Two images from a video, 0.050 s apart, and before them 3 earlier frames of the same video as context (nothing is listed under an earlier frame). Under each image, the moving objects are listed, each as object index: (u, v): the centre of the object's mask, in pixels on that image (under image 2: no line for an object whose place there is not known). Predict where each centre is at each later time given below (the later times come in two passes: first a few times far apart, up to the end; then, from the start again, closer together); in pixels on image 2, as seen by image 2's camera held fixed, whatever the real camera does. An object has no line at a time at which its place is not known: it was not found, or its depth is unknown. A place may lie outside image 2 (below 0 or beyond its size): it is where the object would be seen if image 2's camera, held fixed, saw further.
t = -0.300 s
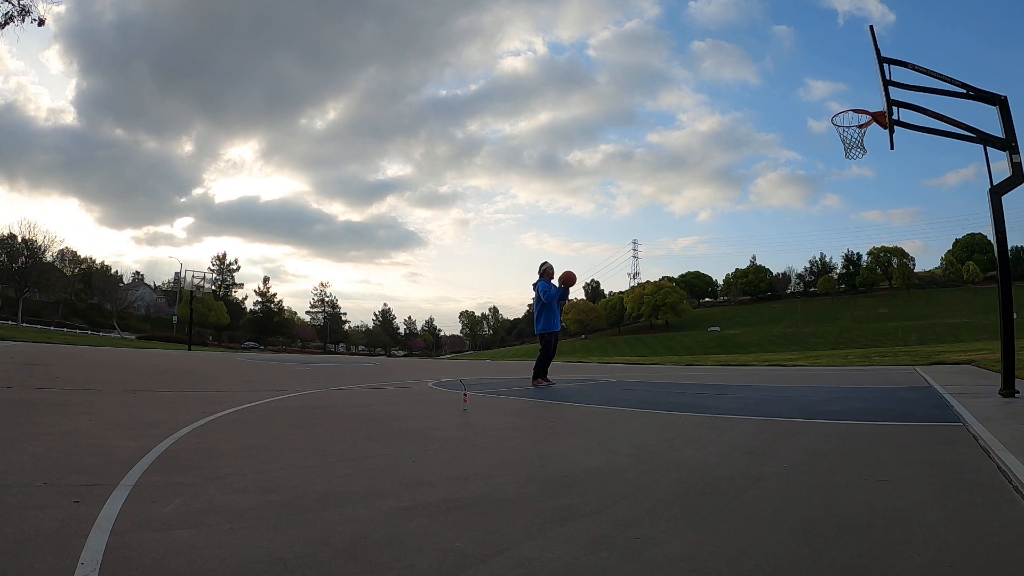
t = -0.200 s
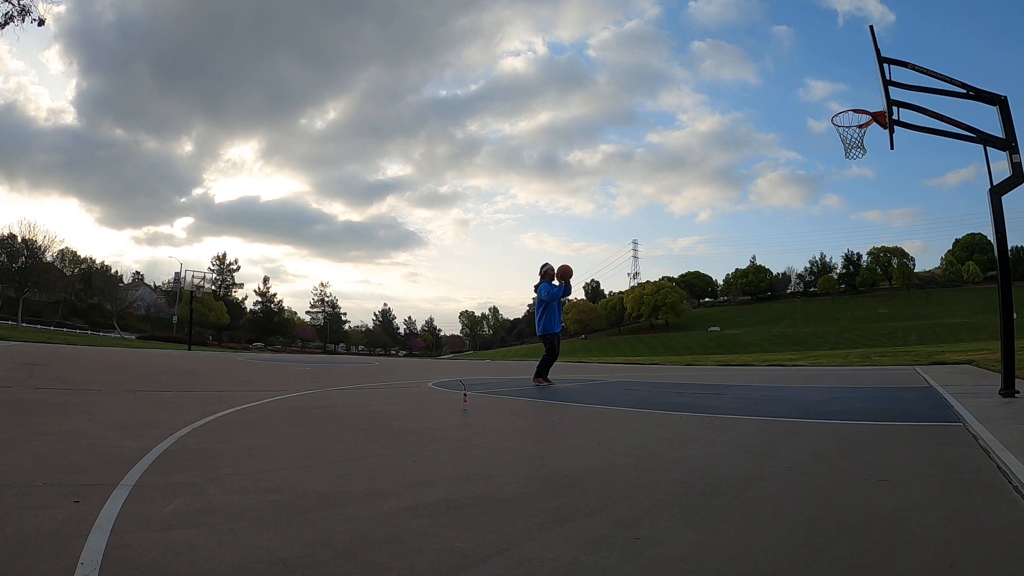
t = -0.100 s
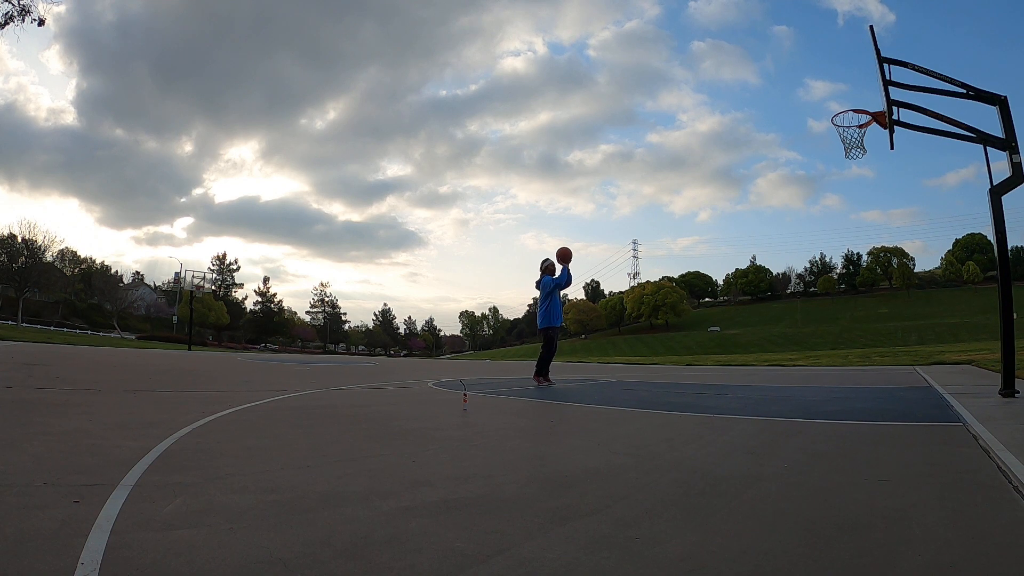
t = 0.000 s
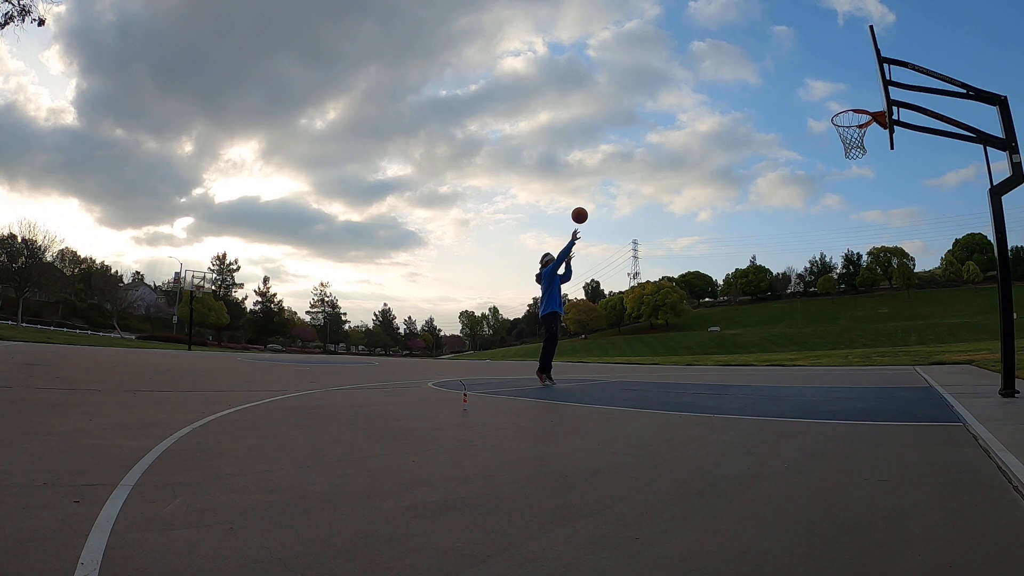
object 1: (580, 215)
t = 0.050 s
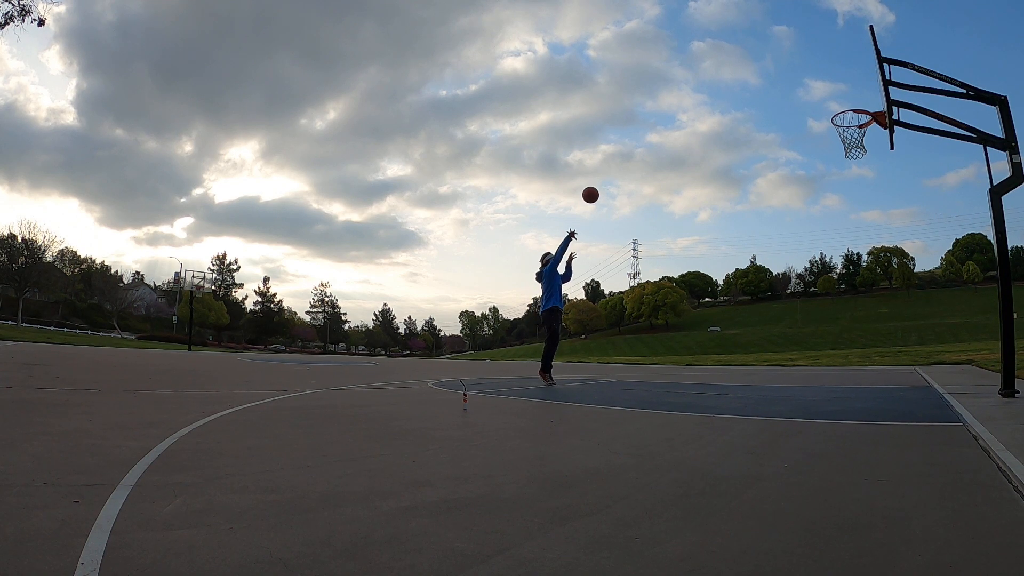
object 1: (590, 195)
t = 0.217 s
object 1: (627, 138)
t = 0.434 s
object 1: (677, 91)
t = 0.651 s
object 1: (732, 73)
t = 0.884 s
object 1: (801, 91)
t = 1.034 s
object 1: (846, 112)
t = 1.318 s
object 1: (831, 94)
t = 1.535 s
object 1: (803, 111)
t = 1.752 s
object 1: (778, 167)
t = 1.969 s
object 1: (752, 270)
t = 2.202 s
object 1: (722, 363)
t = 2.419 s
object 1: (708, 268)
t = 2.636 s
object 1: (694, 219)
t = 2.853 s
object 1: (682, 214)
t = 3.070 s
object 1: (671, 252)
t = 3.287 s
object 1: (659, 337)
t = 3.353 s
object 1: (655, 373)
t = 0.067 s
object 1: (594, 188)
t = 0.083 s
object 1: (598, 182)
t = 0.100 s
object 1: (601, 176)
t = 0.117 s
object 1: (605, 170)
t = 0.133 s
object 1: (609, 164)
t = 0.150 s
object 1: (613, 159)
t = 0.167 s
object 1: (616, 153)
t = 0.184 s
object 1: (620, 148)
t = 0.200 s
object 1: (624, 143)
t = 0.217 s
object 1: (627, 138)
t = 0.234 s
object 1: (631, 134)
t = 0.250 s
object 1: (635, 129)
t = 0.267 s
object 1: (639, 125)
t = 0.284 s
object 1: (642, 120)
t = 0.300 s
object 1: (646, 116)
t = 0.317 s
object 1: (650, 113)
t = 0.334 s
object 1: (654, 109)
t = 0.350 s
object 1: (658, 106)
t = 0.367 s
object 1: (662, 102)
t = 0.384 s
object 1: (666, 99)
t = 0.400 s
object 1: (669, 96)
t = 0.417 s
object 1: (673, 93)
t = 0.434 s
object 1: (677, 91)
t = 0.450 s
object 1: (681, 88)
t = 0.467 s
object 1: (685, 86)
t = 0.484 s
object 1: (690, 84)
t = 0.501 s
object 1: (694, 82)
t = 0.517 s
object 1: (698, 80)
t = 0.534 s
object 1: (702, 79)
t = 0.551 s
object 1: (706, 78)
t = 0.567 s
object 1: (710, 76)
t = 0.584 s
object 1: (715, 75)
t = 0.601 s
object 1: (719, 74)
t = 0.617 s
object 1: (723, 74)
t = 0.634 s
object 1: (728, 73)
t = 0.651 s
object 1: (732, 73)
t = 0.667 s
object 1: (737, 73)
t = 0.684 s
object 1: (741, 73)
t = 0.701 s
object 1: (746, 74)
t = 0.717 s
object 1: (750, 74)
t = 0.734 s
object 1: (755, 75)
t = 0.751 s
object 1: (760, 76)
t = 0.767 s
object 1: (765, 77)
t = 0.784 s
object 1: (770, 79)
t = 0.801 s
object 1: (775, 80)
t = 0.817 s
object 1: (780, 82)
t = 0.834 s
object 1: (785, 84)
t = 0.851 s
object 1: (790, 86)
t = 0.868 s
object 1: (795, 89)
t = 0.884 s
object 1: (801, 91)
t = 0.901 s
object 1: (806, 94)
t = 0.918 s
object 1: (812, 98)
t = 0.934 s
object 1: (817, 101)
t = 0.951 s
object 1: (823, 105)
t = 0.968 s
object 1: (828, 109)
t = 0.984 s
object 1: (834, 113)
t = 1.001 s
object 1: (838, 113)
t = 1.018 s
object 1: (842, 113)
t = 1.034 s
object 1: (846, 112)
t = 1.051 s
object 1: (849, 112)
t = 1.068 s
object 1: (853, 113)
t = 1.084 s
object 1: (857, 113)
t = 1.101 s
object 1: (861, 112)
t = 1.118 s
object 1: (862, 112)
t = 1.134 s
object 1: (859, 109)
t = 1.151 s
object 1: (856, 107)
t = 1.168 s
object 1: (853, 104)
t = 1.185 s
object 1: (851, 101)
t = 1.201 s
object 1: (848, 100)
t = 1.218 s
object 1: (846, 99)
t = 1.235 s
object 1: (843, 98)
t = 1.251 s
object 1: (841, 97)
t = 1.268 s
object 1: (838, 96)
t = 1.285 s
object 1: (836, 95)
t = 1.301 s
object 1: (834, 95)
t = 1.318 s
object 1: (831, 94)
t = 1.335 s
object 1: (829, 94)
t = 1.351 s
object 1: (827, 95)
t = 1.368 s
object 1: (824, 95)
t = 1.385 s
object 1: (822, 96)
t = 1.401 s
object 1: (820, 96)
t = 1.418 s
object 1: (818, 97)
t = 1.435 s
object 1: (815, 99)
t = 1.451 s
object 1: (813, 100)
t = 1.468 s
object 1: (811, 102)
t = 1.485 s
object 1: (809, 104)
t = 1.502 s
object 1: (807, 106)
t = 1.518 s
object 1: (805, 108)
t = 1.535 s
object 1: (803, 111)
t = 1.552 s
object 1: (801, 114)
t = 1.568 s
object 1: (799, 117)
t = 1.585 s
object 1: (797, 120)
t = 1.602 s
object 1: (795, 123)
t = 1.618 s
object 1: (793, 127)
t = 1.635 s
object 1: (791, 131)
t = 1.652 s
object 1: (789, 136)
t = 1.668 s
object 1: (787, 140)
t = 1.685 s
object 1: (786, 145)
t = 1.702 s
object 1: (784, 150)
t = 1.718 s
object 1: (782, 155)
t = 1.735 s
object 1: (780, 161)
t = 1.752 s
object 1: (778, 167)
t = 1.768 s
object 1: (776, 173)
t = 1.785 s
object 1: (774, 179)
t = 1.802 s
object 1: (772, 186)
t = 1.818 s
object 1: (770, 193)
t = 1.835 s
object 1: (768, 201)
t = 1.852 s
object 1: (766, 208)
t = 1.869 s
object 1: (764, 216)
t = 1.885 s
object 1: (762, 224)
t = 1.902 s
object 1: (760, 233)
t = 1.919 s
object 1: (758, 242)
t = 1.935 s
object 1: (756, 251)
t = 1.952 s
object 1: (754, 261)
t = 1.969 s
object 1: (752, 270)
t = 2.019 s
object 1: (744, 302)
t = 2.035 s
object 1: (742, 313)
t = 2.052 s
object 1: (739, 324)
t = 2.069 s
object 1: (737, 336)
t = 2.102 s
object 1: (731, 360)
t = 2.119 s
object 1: (729, 372)
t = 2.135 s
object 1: (726, 386)
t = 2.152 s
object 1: (724, 391)
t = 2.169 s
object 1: (723, 382)
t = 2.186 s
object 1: (722, 372)
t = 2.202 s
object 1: (722, 363)
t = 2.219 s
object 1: (721, 354)
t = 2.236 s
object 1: (720, 345)
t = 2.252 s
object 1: (719, 337)
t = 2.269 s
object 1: (718, 329)
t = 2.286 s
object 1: (717, 321)
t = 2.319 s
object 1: (715, 306)
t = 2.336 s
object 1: (714, 299)
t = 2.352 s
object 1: (713, 292)
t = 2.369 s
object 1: (712, 286)
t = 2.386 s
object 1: (710, 280)
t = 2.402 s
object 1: (710, 274)
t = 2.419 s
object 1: (708, 268)
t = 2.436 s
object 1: (707, 263)
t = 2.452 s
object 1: (706, 258)
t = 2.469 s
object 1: (705, 253)
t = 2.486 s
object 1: (704, 248)
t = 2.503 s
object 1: (703, 244)
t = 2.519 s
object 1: (702, 240)
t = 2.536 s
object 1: (701, 236)
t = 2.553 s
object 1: (700, 233)
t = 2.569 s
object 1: (698, 230)
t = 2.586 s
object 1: (697, 227)
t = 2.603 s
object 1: (696, 224)
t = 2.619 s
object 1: (695, 222)
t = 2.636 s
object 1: (694, 219)
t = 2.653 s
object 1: (693, 217)
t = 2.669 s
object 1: (692, 216)
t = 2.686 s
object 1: (691, 214)
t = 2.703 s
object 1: (690, 213)
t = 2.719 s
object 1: (689, 212)
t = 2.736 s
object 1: (688, 212)
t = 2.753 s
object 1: (687, 211)
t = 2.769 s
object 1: (686, 211)
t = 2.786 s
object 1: (685, 211)
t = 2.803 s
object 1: (685, 212)
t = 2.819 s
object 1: (684, 212)
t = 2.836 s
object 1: (683, 213)
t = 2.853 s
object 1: (682, 214)
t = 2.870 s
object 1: (681, 216)
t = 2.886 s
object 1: (680, 217)
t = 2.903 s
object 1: (679, 219)
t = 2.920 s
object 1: (678, 221)
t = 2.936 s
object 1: (678, 224)
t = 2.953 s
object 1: (677, 226)
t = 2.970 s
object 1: (676, 229)
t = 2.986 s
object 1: (675, 232)
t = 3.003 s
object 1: (674, 236)
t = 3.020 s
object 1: (674, 240)
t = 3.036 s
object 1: (673, 244)
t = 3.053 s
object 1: (672, 248)
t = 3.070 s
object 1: (671, 252)
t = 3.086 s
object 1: (670, 257)
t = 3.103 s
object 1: (669, 262)
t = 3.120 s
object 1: (668, 268)
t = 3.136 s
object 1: (668, 273)
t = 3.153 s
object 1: (667, 279)
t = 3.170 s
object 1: (666, 286)
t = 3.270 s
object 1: (660, 329)
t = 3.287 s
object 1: (659, 337)
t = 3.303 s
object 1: (658, 346)
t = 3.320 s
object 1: (657, 355)
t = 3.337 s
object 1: (656, 364)
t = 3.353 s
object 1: (655, 373)
